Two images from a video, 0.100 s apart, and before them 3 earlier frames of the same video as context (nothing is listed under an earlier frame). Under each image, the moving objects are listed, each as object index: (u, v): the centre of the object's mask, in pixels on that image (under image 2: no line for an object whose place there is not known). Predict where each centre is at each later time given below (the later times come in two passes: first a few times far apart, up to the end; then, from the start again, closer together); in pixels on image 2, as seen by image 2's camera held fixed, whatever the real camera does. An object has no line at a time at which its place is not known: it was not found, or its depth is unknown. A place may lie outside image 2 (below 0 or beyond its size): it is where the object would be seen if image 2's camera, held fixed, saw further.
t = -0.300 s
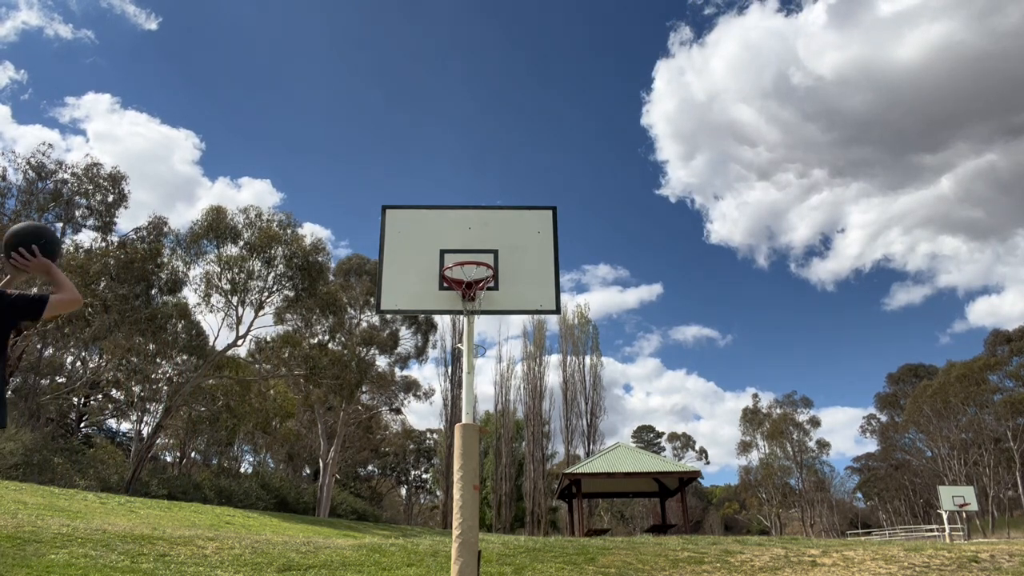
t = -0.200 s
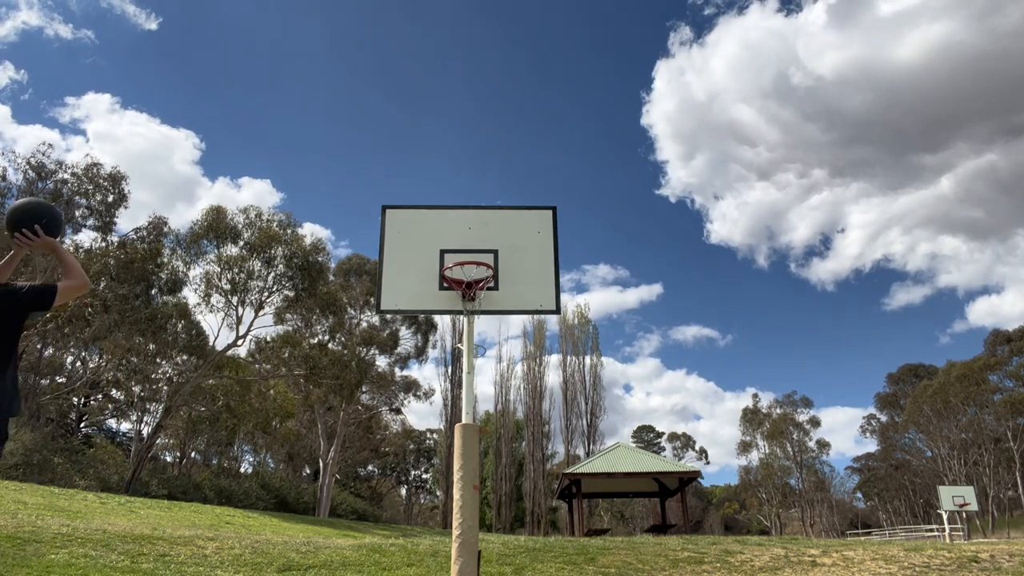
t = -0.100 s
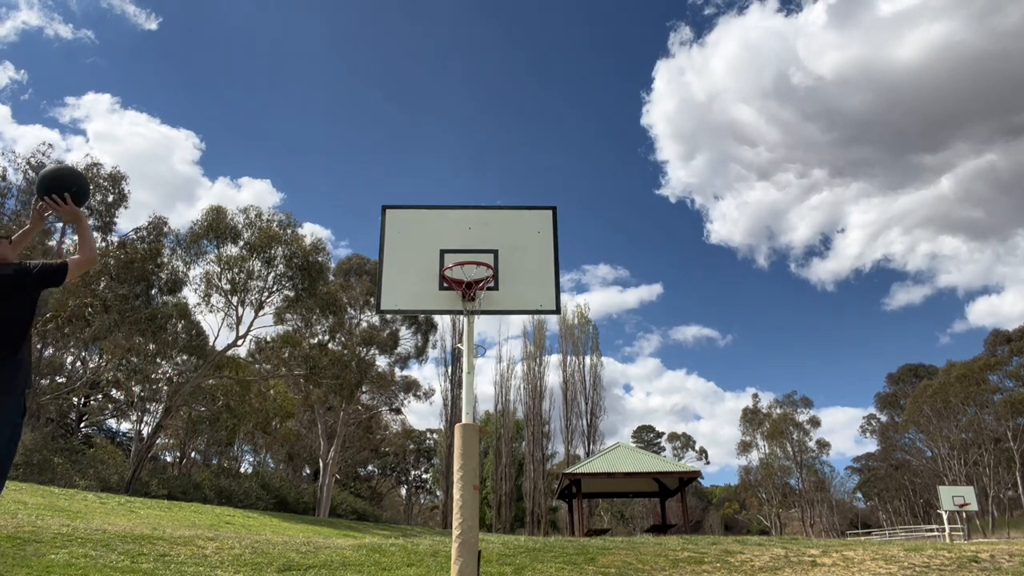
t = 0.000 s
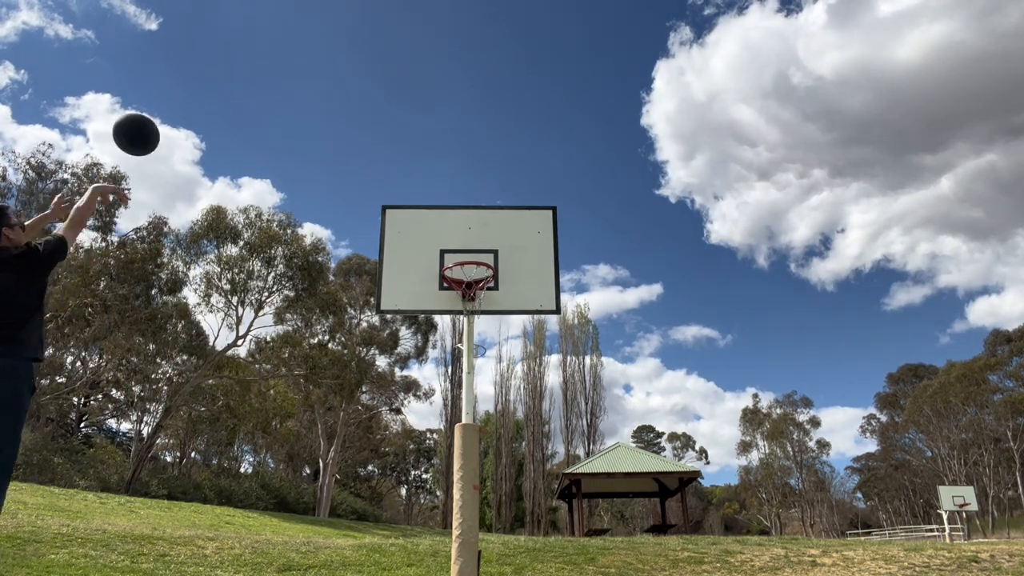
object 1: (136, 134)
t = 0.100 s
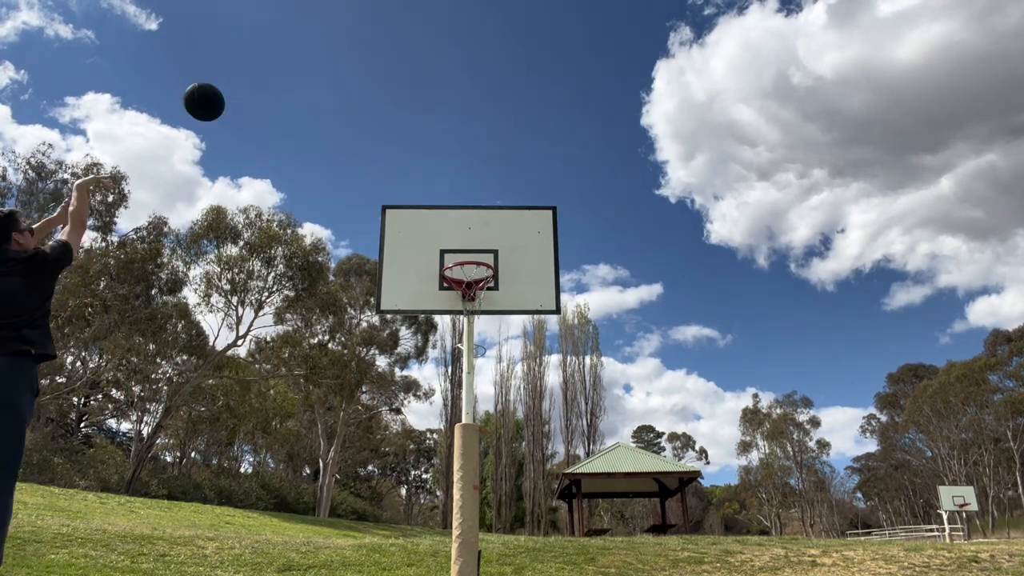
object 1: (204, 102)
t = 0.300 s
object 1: (302, 85)
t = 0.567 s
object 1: (391, 126)
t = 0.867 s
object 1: (465, 235)
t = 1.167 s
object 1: (440, 210)
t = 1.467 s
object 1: (374, 199)
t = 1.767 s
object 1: (279, 301)
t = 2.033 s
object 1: (132, 571)
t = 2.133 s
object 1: (114, 509)
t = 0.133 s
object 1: (223, 95)
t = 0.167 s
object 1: (241, 90)
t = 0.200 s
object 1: (258, 87)
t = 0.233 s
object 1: (274, 85)
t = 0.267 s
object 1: (288, 84)
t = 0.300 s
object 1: (302, 85)
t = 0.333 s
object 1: (315, 86)
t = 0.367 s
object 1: (328, 89)
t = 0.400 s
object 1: (340, 93)
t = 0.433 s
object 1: (351, 98)
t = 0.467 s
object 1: (362, 104)
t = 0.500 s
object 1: (372, 110)
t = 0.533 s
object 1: (382, 118)
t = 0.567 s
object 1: (391, 126)
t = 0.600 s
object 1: (400, 135)
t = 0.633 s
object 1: (409, 145)
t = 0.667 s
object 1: (418, 155)
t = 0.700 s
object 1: (426, 167)
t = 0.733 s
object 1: (435, 179)
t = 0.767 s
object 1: (442, 192)
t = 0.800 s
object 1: (450, 205)
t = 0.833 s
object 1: (457, 220)
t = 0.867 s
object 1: (465, 235)
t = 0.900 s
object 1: (472, 250)
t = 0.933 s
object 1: (480, 268)
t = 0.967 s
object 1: (476, 260)
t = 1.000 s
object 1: (470, 249)
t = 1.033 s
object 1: (464, 240)
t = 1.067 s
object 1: (458, 231)
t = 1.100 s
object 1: (452, 223)
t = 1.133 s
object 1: (446, 216)
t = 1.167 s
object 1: (440, 210)
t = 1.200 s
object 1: (433, 205)
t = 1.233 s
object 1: (427, 200)
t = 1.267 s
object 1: (420, 197)
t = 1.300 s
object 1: (413, 195)
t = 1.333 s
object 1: (405, 193)
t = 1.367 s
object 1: (398, 193)
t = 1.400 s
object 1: (390, 193)
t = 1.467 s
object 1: (374, 199)
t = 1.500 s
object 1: (365, 204)
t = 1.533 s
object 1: (356, 209)
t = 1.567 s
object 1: (347, 217)
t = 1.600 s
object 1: (337, 226)
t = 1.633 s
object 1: (327, 237)
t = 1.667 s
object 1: (316, 249)
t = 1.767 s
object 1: (279, 301)
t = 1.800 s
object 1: (265, 322)
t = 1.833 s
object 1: (250, 348)
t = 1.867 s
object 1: (233, 376)
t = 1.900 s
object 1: (215, 408)
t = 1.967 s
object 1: (174, 487)
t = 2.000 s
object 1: (153, 536)
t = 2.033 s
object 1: (132, 571)
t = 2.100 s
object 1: (116, 551)
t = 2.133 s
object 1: (114, 509)
